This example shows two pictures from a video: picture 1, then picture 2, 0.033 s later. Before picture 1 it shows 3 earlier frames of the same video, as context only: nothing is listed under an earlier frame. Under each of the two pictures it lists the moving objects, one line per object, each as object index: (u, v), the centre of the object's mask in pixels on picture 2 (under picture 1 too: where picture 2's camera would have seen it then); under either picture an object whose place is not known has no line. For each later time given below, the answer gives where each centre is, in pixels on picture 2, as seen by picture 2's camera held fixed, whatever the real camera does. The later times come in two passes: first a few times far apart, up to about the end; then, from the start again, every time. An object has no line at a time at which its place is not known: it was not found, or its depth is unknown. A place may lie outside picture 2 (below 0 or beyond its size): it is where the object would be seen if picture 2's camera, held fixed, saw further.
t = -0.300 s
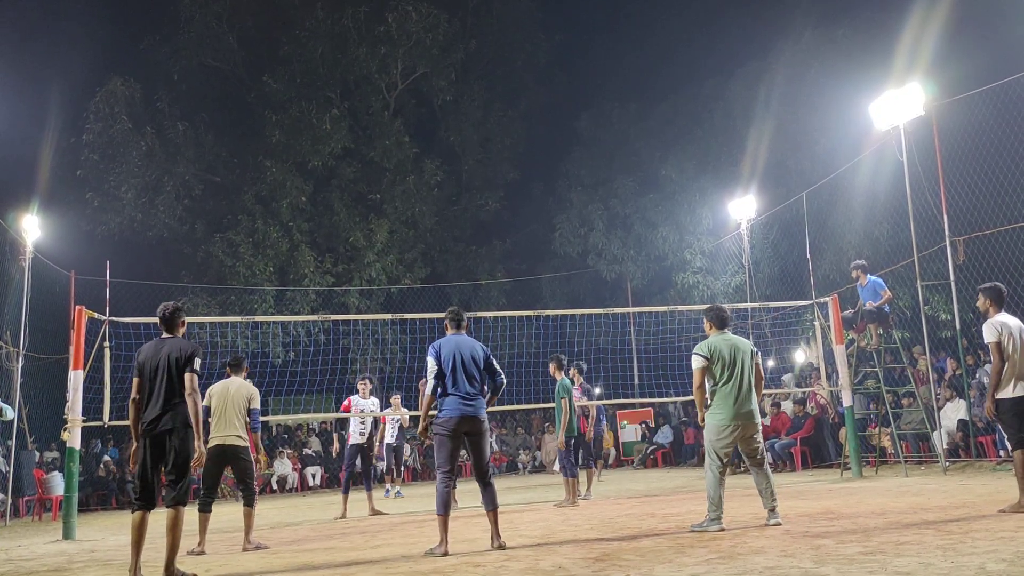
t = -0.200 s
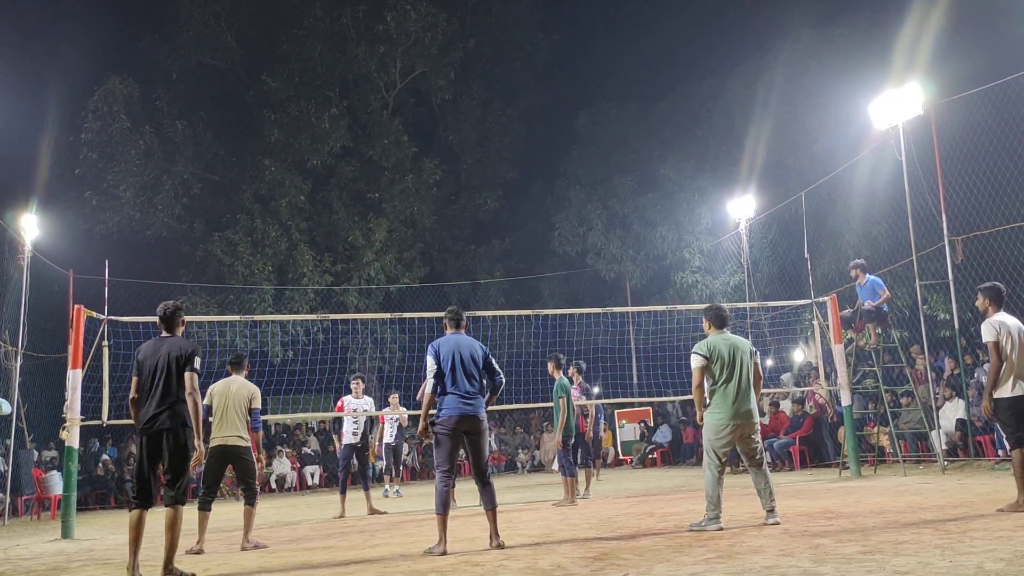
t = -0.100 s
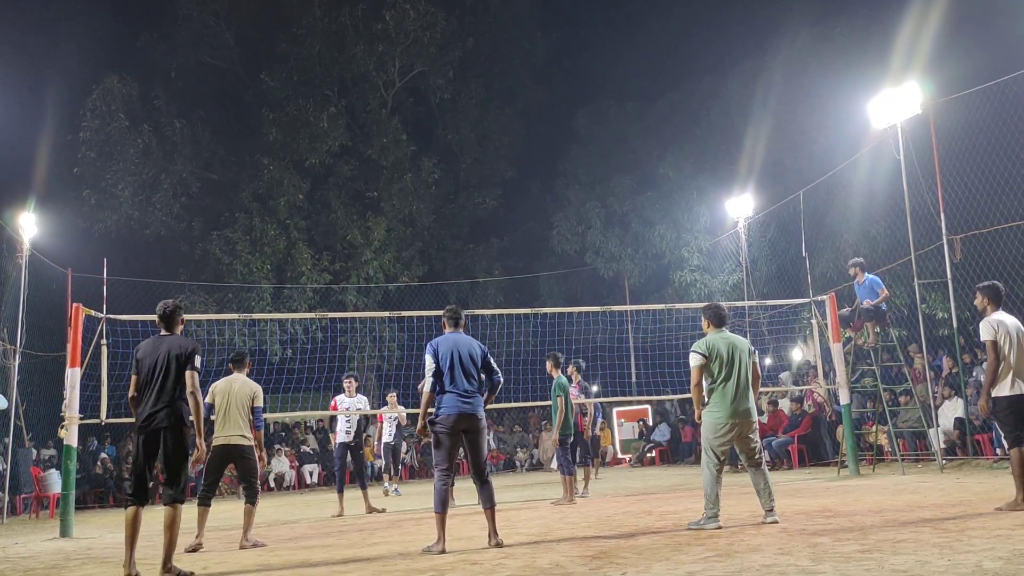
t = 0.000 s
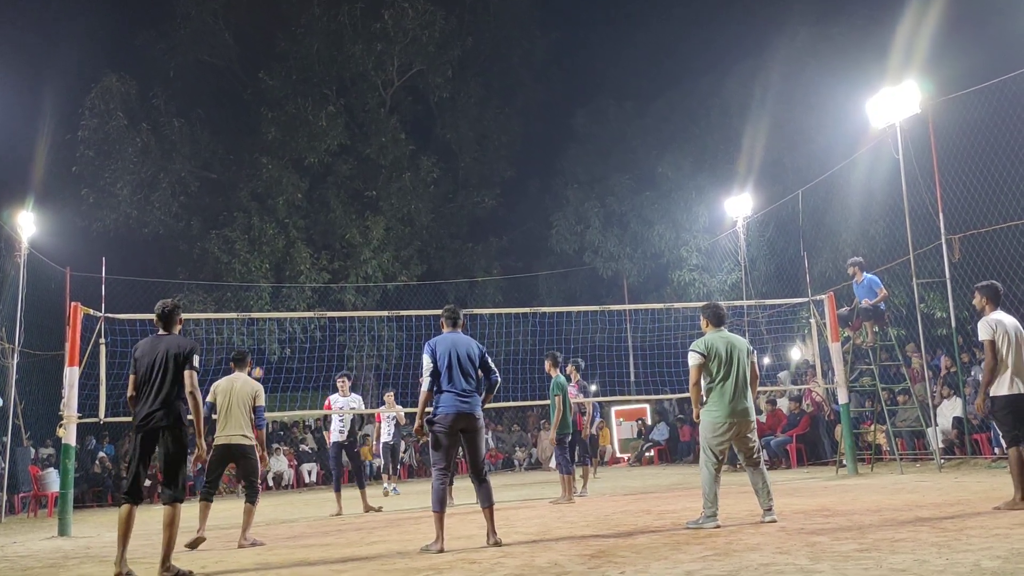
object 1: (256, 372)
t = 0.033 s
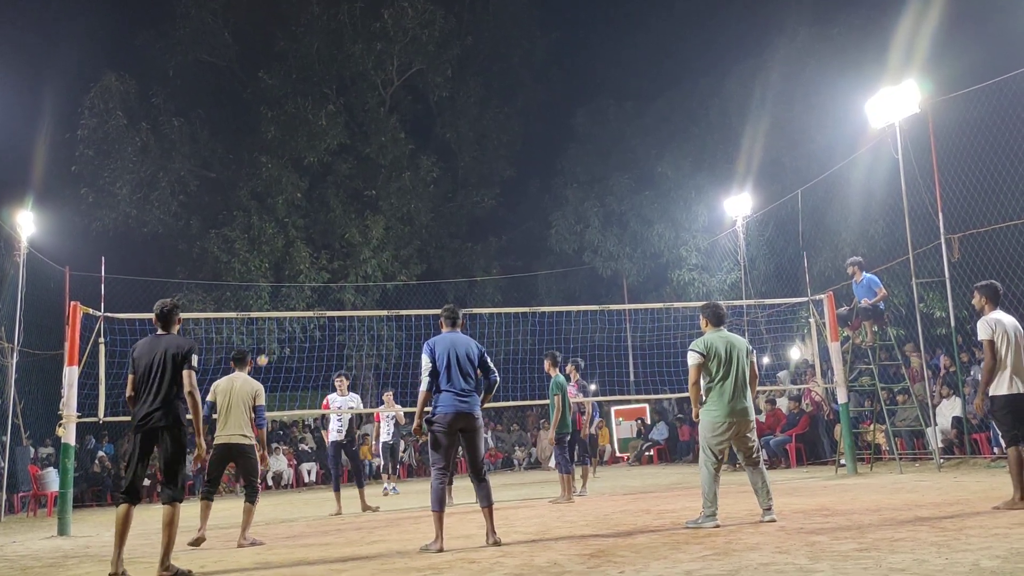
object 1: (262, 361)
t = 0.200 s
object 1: (293, 305)
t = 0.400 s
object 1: (333, 251)
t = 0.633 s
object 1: (386, 210)
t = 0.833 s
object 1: (438, 199)
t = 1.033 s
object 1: (501, 214)
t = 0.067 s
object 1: (268, 349)
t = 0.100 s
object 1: (274, 337)
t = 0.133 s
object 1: (280, 327)
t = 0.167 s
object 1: (287, 315)
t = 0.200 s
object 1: (293, 305)
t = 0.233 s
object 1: (299, 295)
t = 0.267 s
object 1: (305, 286)
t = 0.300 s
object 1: (312, 276)
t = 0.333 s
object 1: (319, 267)
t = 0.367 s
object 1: (325, 259)
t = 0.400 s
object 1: (333, 251)
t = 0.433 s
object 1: (340, 244)
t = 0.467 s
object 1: (347, 237)
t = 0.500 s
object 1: (355, 231)
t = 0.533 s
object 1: (362, 225)
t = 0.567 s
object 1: (370, 220)
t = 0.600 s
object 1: (378, 215)
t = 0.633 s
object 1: (386, 210)
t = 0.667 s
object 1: (394, 207)
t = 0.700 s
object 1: (402, 204)
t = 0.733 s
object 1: (410, 202)
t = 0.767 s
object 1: (419, 200)
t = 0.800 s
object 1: (428, 199)
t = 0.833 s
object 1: (438, 199)
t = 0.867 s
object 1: (447, 200)
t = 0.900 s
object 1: (457, 201)
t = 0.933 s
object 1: (468, 203)
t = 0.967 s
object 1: (478, 206)
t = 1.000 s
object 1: (489, 210)
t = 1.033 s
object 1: (501, 214)
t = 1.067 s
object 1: (512, 220)
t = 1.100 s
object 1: (524, 226)
